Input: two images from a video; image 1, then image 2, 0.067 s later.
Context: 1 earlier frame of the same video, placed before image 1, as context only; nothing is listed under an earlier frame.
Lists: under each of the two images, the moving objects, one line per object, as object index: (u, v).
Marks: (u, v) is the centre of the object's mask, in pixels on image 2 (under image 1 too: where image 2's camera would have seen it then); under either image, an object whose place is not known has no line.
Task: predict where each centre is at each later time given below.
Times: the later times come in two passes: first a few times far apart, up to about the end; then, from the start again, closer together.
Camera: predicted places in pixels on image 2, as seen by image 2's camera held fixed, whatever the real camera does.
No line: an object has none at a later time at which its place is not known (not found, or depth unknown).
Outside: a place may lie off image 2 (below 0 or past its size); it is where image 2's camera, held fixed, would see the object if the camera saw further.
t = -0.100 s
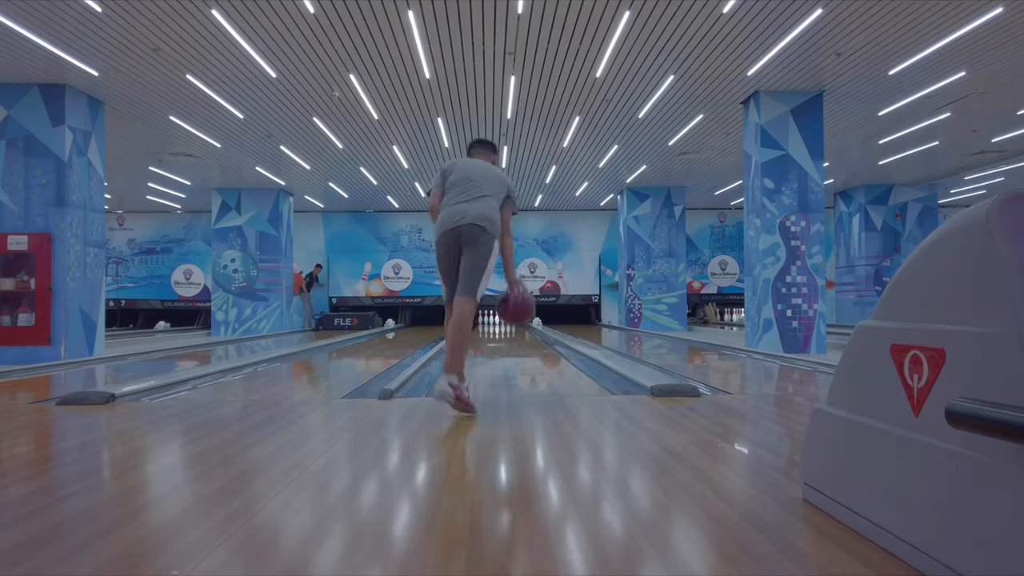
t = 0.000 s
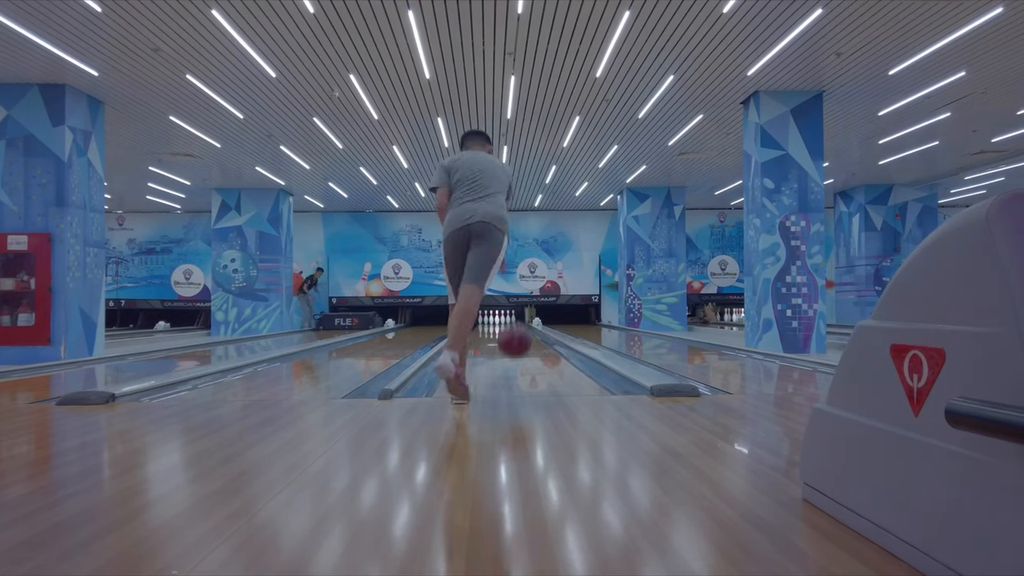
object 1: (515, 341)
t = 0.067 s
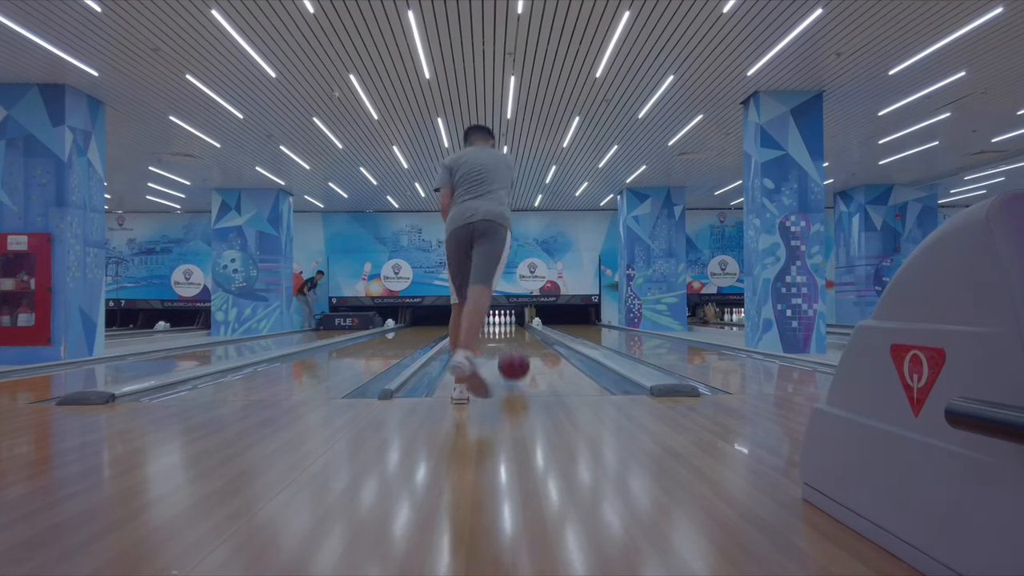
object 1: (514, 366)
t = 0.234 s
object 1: (504, 357)
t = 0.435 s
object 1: (510, 351)
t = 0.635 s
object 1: (514, 346)
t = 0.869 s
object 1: (506, 340)
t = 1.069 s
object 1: (506, 336)
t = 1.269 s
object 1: (505, 333)
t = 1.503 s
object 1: (504, 331)
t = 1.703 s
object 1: (503, 330)
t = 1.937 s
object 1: (502, 328)
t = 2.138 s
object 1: (501, 326)
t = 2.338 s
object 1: (500, 325)
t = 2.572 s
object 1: (498, 324)
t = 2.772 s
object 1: (498, 323)
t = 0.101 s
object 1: (513, 364)
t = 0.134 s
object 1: (513, 360)
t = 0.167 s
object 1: (517, 357)
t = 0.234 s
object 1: (504, 357)
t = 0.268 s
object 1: (509, 357)
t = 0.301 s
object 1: (510, 357)
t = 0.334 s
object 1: (510, 355)
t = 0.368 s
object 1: (510, 353)
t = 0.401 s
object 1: (510, 353)
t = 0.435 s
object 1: (510, 351)
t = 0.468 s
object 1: (509, 351)
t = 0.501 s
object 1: (509, 349)
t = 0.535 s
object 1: (509, 348)
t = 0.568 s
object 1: (509, 348)
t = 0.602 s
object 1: (512, 346)
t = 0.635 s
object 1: (514, 346)
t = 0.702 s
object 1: (504, 345)
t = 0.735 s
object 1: (505, 343)
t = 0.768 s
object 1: (507, 342)
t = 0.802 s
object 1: (507, 342)
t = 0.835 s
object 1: (507, 340)
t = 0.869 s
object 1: (506, 340)
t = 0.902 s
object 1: (506, 340)
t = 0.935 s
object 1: (506, 338)
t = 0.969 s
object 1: (506, 338)
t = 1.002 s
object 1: (506, 337)
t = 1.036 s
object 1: (506, 336)
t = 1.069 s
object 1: (506, 336)
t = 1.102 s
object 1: (506, 336)
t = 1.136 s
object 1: (505, 335)
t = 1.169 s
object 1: (505, 334)
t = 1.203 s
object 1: (505, 334)
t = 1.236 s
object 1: (505, 334)
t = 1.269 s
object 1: (505, 333)
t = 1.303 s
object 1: (505, 333)
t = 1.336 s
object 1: (505, 333)
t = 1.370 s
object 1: (505, 332)
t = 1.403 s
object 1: (504, 332)
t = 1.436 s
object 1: (504, 332)
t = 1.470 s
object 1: (504, 332)
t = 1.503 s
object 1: (504, 331)
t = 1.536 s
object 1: (504, 331)
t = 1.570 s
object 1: (504, 331)
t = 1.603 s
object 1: (503, 330)
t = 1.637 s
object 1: (503, 330)
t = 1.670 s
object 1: (503, 330)
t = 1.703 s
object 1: (503, 330)
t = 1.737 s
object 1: (503, 329)
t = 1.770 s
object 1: (503, 329)
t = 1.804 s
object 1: (503, 330)
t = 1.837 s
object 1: (503, 329)
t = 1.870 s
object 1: (502, 329)
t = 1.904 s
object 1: (502, 329)
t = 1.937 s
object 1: (502, 328)
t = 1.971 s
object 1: (501, 328)
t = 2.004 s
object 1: (501, 328)
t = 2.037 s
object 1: (501, 326)
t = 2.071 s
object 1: (501, 326)
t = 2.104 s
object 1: (501, 326)
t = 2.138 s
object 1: (501, 326)
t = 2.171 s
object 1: (500, 326)
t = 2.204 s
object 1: (500, 326)
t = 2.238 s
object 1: (500, 326)
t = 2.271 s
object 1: (500, 326)
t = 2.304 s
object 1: (500, 326)
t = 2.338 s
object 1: (500, 325)
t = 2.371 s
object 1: (499, 325)
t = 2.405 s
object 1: (499, 325)
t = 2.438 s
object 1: (499, 325)
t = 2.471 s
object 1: (499, 325)
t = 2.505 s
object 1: (499, 324)
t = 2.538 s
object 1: (498, 324)
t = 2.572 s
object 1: (498, 324)
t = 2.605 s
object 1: (498, 324)
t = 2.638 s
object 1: (498, 324)
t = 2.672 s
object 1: (498, 324)
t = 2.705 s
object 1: (498, 323)
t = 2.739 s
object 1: (498, 323)
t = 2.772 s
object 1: (498, 323)
